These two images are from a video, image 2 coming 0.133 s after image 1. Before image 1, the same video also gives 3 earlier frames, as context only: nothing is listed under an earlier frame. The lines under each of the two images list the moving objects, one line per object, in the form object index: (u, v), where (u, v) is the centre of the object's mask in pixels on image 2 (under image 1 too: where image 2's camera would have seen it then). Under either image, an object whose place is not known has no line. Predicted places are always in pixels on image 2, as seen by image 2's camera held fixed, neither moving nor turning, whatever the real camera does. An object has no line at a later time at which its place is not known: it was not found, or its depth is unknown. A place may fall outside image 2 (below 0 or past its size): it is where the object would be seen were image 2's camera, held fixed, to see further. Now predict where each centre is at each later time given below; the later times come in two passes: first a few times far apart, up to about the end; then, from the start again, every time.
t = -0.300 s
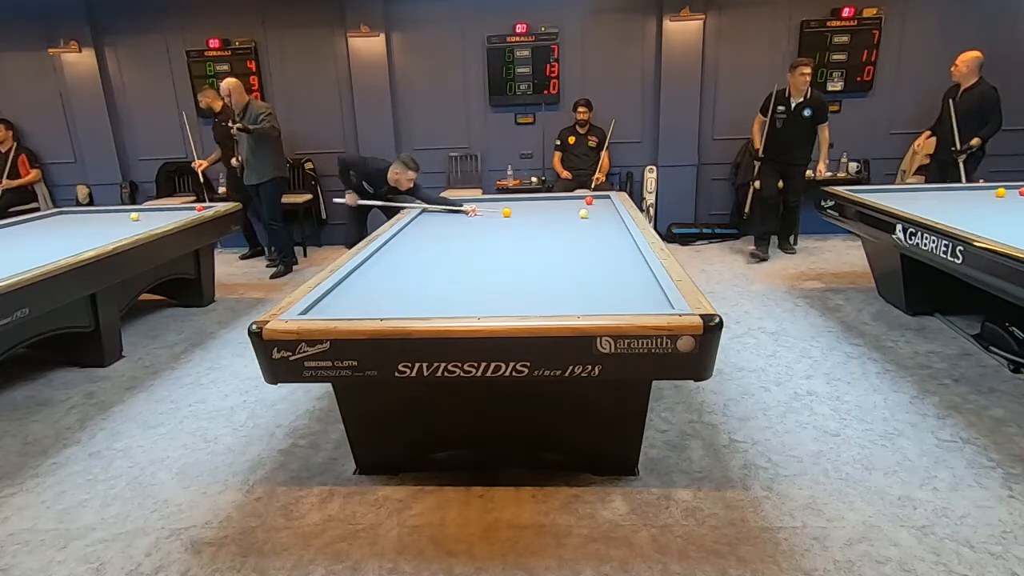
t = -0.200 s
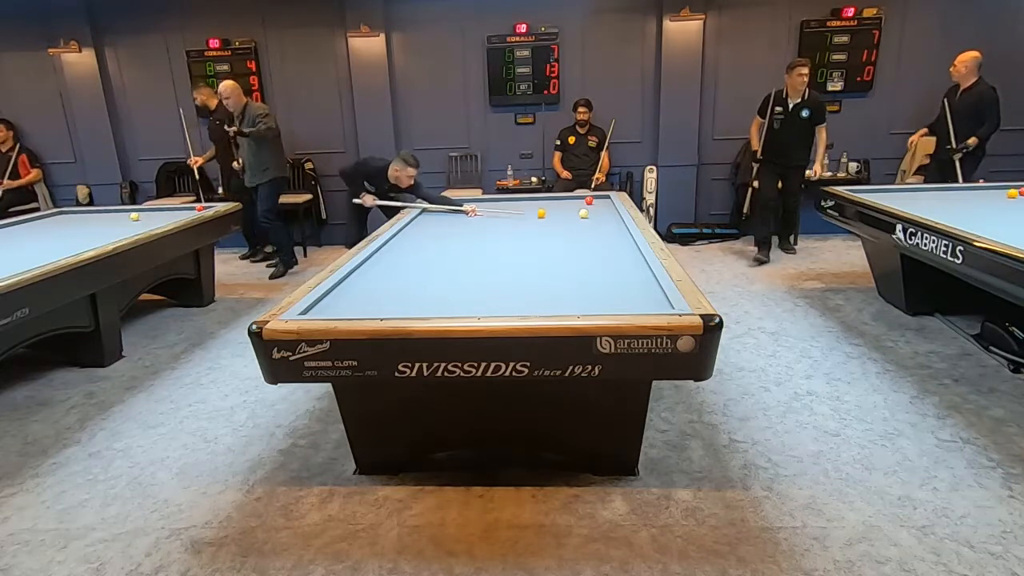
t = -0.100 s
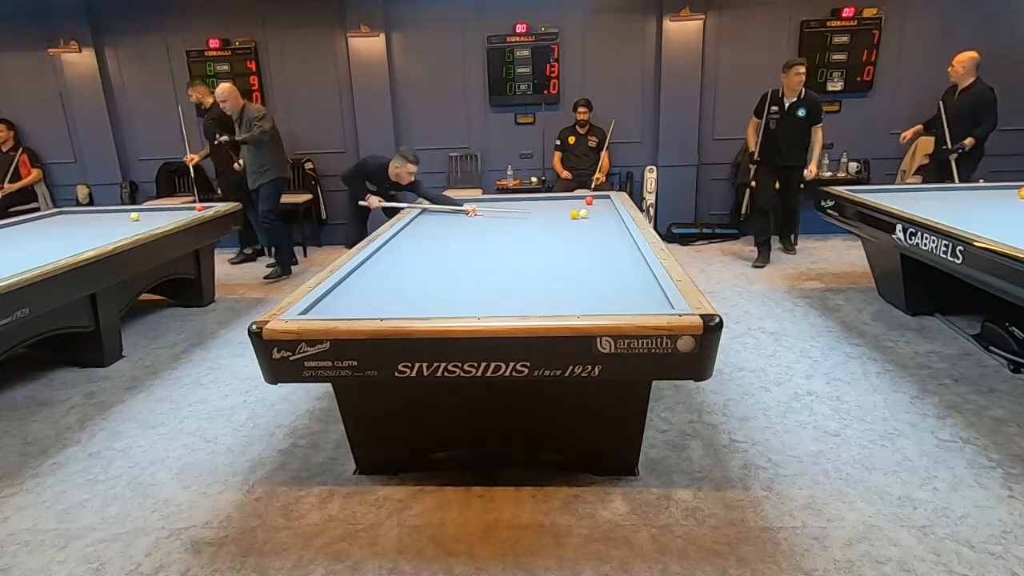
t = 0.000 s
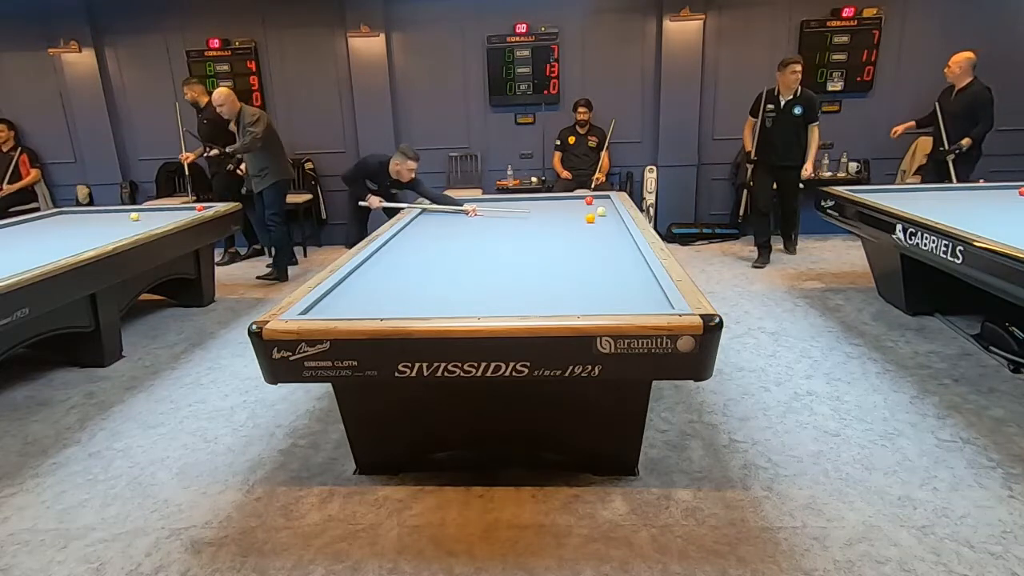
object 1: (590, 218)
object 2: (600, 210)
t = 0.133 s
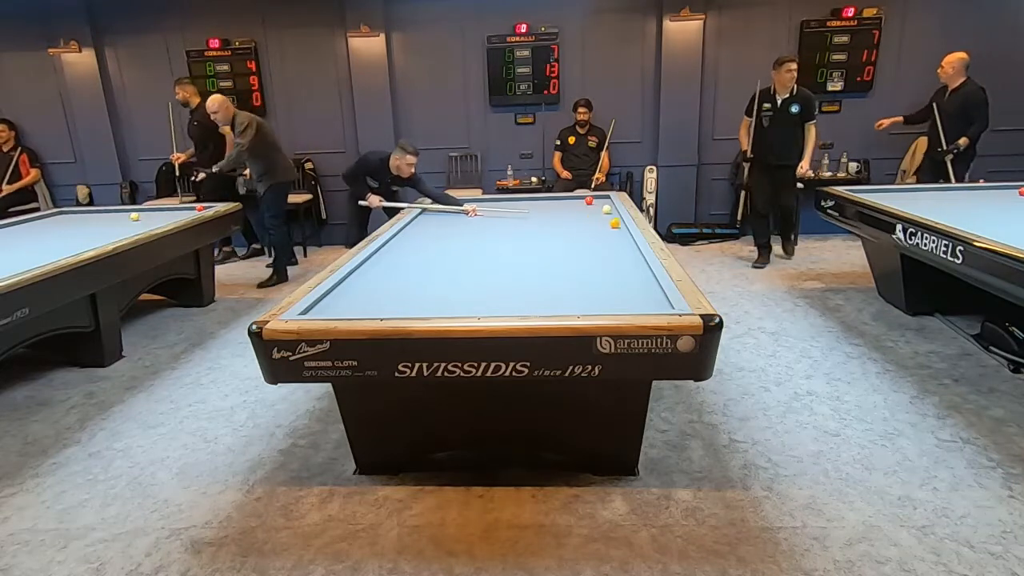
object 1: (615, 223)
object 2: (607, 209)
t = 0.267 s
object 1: (608, 229)
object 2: (593, 208)
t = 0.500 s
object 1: (583, 241)
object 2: (572, 207)
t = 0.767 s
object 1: (552, 258)
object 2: (549, 206)
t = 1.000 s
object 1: (518, 276)
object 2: (531, 205)
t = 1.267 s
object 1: (472, 300)
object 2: (511, 203)
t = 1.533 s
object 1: (424, 302)
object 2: (492, 203)
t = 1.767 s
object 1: (390, 290)
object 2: (476, 201)
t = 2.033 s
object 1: (356, 279)
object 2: (460, 201)
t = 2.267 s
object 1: (375, 270)
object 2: (445, 200)
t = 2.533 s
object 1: (406, 260)
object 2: (438, 201)
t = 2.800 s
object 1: (435, 251)
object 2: (444, 201)
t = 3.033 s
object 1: (457, 244)
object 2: (450, 202)
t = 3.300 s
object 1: (479, 238)
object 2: (456, 203)
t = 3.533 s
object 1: (498, 231)
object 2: (462, 204)
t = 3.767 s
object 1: (516, 226)
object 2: (468, 204)
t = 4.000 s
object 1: (531, 221)
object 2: (473, 205)
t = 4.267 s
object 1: (547, 216)
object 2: (478, 206)
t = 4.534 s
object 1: (562, 212)
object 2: (484, 206)
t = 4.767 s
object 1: (573, 209)
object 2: (489, 207)
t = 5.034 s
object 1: (585, 205)
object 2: (493, 208)
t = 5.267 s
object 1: (596, 201)
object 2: (498, 208)
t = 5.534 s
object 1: (605, 199)
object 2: (502, 209)
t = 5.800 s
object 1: (601, 196)
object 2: (506, 210)
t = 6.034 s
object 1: (597, 196)
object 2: (510, 210)
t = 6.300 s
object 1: (596, 197)
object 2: (513, 210)
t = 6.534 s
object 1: (594, 198)
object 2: (517, 211)
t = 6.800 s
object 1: (593, 198)
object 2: (519, 211)
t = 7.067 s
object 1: (593, 199)
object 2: (522, 211)
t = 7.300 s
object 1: (592, 199)
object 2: (525, 212)
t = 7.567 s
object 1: (592, 199)
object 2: (527, 212)
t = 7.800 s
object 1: (592, 199)
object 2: (528, 212)
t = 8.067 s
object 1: (592, 199)
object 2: (530, 212)
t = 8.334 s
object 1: (592, 199)
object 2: (531, 213)
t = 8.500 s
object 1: (592, 199)
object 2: (531, 213)
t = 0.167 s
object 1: (621, 224)
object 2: (603, 209)
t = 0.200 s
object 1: (617, 225)
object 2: (599, 209)
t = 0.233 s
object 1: (612, 227)
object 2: (595, 208)
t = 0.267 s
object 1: (608, 229)
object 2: (593, 208)
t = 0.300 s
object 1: (604, 230)
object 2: (590, 208)
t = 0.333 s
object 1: (600, 232)
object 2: (587, 208)
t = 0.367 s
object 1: (597, 235)
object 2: (584, 208)
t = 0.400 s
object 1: (593, 236)
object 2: (581, 207)
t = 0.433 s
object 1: (590, 238)
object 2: (578, 207)
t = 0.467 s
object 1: (586, 240)
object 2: (575, 207)
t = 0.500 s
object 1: (583, 241)
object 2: (572, 207)
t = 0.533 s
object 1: (579, 243)
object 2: (569, 207)
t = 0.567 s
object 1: (575, 245)
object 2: (566, 207)
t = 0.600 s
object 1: (572, 247)
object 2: (563, 207)
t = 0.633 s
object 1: (568, 249)
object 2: (560, 207)
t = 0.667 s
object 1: (564, 251)
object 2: (558, 206)
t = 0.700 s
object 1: (560, 253)
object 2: (555, 206)
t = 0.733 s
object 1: (556, 256)
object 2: (552, 206)
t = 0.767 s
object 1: (552, 258)
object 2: (549, 206)
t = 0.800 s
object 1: (547, 261)
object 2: (547, 206)
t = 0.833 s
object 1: (543, 263)
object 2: (544, 206)
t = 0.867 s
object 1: (538, 265)
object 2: (541, 205)
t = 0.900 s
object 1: (533, 268)
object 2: (539, 205)
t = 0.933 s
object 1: (528, 270)
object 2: (536, 205)
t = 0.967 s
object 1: (524, 273)
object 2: (533, 205)
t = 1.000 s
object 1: (518, 276)
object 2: (531, 205)
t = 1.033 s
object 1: (513, 278)
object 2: (528, 204)
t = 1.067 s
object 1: (508, 281)
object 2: (526, 204)
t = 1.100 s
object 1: (502, 285)
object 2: (523, 204)
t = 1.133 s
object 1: (497, 288)
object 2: (521, 204)
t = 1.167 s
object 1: (491, 290)
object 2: (518, 204)
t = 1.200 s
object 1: (485, 294)
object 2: (516, 203)
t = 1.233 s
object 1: (478, 297)
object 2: (513, 204)
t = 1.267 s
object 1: (472, 300)
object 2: (511, 203)
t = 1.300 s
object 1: (466, 304)
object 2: (508, 203)
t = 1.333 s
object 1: (459, 306)
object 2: (506, 203)
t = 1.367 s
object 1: (452, 308)
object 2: (504, 203)
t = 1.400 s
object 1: (445, 308)
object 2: (501, 203)
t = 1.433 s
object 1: (439, 307)
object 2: (499, 203)
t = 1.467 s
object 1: (434, 306)
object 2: (497, 203)
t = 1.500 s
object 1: (429, 304)
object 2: (494, 203)
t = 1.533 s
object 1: (424, 302)
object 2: (492, 203)
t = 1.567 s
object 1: (418, 300)
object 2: (490, 202)
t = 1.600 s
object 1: (413, 298)
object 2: (488, 202)
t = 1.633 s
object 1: (408, 296)
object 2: (485, 202)
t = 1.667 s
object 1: (404, 295)
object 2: (483, 202)
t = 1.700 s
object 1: (399, 293)
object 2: (481, 202)
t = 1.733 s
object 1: (394, 292)
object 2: (479, 202)
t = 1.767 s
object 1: (390, 290)
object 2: (476, 201)
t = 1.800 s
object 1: (385, 289)
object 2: (474, 201)
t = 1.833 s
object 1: (381, 287)
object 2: (472, 201)
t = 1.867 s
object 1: (376, 286)
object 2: (470, 201)
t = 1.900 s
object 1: (372, 285)
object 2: (467, 201)
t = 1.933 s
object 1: (368, 283)
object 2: (466, 201)
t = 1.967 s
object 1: (364, 282)
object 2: (464, 201)
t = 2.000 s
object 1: (360, 280)
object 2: (462, 201)
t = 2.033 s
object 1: (356, 279)
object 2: (460, 201)
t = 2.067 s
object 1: (352, 278)
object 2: (458, 200)
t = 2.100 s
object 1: (350, 277)
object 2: (456, 200)
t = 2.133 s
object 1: (356, 275)
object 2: (453, 200)
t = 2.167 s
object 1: (361, 274)
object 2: (451, 200)
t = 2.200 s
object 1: (366, 272)
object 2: (450, 200)
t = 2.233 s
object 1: (371, 271)
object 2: (448, 200)
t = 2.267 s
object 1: (375, 270)
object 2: (445, 200)
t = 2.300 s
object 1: (379, 268)
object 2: (443, 200)
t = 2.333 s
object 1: (383, 267)
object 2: (442, 200)
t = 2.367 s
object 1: (387, 266)
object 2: (440, 201)
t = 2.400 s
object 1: (391, 264)
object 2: (438, 200)
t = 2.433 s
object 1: (395, 264)
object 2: (436, 201)
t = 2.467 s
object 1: (399, 262)
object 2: (436, 201)
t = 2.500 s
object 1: (403, 261)
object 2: (437, 201)
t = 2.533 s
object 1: (406, 260)
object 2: (438, 201)
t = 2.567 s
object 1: (410, 259)
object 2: (439, 201)
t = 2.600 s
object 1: (414, 258)
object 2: (440, 201)
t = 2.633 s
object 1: (418, 256)
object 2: (441, 201)
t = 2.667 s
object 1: (421, 255)
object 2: (441, 201)
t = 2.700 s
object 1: (425, 254)
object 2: (442, 201)
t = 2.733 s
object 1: (428, 253)
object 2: (443, 201)
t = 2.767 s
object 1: (432, 252)
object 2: (444, 201)
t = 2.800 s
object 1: (435, 251)
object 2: (444, 201)
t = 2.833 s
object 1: (438, 250)
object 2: (446, 202)
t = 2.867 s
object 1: (441, 249)
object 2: (446, 202)
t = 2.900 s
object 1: (444, 248)
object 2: (447, 202)
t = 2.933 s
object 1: (448, 247)
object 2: (448, 202)
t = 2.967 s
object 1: (451, 246)
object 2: (449, 202)
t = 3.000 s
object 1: (454, 245)
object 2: (449, 202)
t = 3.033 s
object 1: (457, 244)
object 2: (450, 202)
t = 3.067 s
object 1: (460, 243)
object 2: (451, 202)
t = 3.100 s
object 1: (463, 242)
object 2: (452, 202)
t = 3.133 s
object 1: (466, 241)
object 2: (453, 203)
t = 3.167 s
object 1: (469, 240)
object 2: (454, 203)
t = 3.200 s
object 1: (470, 240)
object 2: (454, 203)
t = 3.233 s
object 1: (475, 239)
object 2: (455, 203)
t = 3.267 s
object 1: (477, 238)
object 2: (456, 203)
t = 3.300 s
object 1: (479, 238)
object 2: (456, 203)
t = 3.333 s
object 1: (483, 236)
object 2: (457, 203)
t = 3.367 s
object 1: (485, 236)
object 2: (458, 204)
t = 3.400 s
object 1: (487, 235)
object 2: (458, 204)
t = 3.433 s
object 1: (491, 234)
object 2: (460, 203)
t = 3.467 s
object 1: (493, 233)
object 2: (461, 204)
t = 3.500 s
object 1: (494, 233)
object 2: (461, 204)
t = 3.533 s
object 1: (498, 231)
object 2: (462, 204)
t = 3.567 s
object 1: (499, 231)
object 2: (463, 204)
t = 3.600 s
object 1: (502, 230)
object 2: (464, 204)
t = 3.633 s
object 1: (505, 229)
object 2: (464, 204)
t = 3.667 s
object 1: (509, 228)
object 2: (466, 204)
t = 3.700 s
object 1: (512, 227)
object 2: (467, 204)
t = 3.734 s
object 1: (514, 227)
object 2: (467, 204)
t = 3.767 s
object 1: (516, 226)
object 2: (468, 204)
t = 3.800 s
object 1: (518, 225)
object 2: (469, 204)
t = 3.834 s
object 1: (520, 225)
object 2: (469, 204)
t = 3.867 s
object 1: (522, 224)
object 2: (470, 204)
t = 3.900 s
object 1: (525, 223)
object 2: (471, 205)
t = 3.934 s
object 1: (527, 222)
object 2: (472, 204)
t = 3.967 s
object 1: (529, 222)
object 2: (472, 205)
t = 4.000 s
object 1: (531, 221)
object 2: (473, 205)
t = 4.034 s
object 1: (533, 221)
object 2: (473, 205)
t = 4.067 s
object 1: (535, 220)
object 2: (474, 205)
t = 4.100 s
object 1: (537, 219)
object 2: (475, 205)
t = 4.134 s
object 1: (539, 219)
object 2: (476, 205)
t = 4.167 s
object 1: (541, 218)
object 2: (476, 205)
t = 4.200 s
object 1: (543, 218)
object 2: (477, 205)
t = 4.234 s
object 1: (545, 217)
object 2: (477, 205)
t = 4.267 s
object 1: (547, 216)
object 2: (478, 206)
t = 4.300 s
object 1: (549, 216)
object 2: (479, 206)
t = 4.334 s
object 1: (551, 215)
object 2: (480, 206)
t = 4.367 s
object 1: (552, 215)
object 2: (480, 206)
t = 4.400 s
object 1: (555, 214)
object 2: (481, 206)
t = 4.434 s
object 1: (556, 213)
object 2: (482, 206)
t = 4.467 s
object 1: (558, 213)
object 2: (482, 206)
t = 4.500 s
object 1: (560, 212)
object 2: (483, 206)
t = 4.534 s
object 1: (562, 212)
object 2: (484, 206)
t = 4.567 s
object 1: (563, 211)
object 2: (485, 206)
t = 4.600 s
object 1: (565, 211)
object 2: (485, 207)
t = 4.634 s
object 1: (567, 210)
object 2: (486, 206)
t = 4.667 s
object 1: (568, 210)
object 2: (487, 206)
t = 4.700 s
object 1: (570, 209)
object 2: (487, 206)
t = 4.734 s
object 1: (571, 209)
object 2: (488, 207)
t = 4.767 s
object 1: (573, 209)
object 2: (489, 207)
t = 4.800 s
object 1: (575, 208)
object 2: (489, 207)
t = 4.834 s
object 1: (576, 207)
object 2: (490, 207)
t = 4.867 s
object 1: (577, 207)
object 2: (491, 207)
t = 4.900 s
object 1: (579, 206)
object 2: (491, 207)
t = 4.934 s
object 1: (581, 206)
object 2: (492, 207)
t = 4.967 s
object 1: (582, 206)
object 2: (492, 208)
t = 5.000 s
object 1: (583, 205)
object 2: (493, 208)
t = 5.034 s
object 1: (585, 205)
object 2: (493, 208)
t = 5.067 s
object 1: (586, 204)
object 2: (494, 208)
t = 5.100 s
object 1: (588, 203)
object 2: (495, 208)
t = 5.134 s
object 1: (590, 203)
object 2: (495, 208)
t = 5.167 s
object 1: (591, 203)
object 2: (496, 208)
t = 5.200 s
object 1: (593, 202)
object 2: (497, 208)
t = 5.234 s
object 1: (594, 202)
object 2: (497, 208)
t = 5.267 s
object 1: (596, 201)
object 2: (498, 208)
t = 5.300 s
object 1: (597, 201)
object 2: (499, 209)
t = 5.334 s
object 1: (598, 201)
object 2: (499, 209)
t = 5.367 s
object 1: (599, 200)
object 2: (500, 209)
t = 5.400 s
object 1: (601, 200)
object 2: (500, 209)
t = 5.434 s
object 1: (602, 199)
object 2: (501, 209)
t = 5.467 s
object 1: (603, 199)
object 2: (501, 209)
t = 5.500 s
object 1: (604, 199)
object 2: (502, 209)
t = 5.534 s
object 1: (605, 199)
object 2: (502, 209)
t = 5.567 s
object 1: (606, 198)
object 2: (503, 209)
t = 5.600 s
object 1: (606, 198)
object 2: (504, 209)
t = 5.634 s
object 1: (605, 197)
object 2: (504, 210)
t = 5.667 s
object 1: (603, 197)
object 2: (504, 210)
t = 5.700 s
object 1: (603, 197)
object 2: (505, 210)
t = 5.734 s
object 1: (602, 197)
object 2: (505, 210)
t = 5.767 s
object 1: (602, 196)
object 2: (506, 210)
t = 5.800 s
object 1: (601, 196)
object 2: (506, 210)
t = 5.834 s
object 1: (600, 196)
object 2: (507, 210)
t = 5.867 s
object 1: (599, 196)
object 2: (507, 210)
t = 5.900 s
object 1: (598, 196)
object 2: (508, 210)
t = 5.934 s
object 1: (598, 196)
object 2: (508, 210)
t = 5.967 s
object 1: (598, 196)
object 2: (509, 210)
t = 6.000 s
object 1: (597, 196)
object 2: (509, 210)
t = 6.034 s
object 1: (597, 196)
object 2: (510, 210)
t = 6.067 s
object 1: (597, 196)
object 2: (510, 210)
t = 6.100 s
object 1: (597, 196)
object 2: (511, 210)
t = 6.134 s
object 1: (596, 196)
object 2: (511, 210)
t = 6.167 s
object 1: (596, 196)
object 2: (512, 210)
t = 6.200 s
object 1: (596, 196)
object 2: (512, 210)
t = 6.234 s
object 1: (596, 197)
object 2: (513, 210)
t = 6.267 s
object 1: (596, 197)
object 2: (513, 210)
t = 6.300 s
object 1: (596, 197)
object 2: (513, 210)
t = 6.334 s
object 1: (596, 197)
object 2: (514, 210)
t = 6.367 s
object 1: (595, 197)
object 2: (514, 210)
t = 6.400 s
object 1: (595, 197)
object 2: (515, 210)
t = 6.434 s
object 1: (595, 197)
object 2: (515, 210)
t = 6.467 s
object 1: (595, 197)
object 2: (516, 210)
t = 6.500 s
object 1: (594, 198)
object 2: (516, 211)
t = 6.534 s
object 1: (594, 198)
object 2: (517, 211)
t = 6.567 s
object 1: (594, 198)
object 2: (517, 211)
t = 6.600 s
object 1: (594, 198)
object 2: (517, 211)
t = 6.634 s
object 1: (594, 198)
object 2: (518, 211)
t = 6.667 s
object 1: (594, 198)
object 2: (518, 211)
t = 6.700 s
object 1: (593, 198)
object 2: (519, 211)
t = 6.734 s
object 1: (593, 198)
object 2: (519, 211)
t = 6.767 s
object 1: (593, 198)
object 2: (519, 211)
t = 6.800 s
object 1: (593, 198)
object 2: (519, 211)
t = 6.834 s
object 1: (593, 198)
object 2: (520, 211)
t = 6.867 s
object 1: (593, 198)
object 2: (520, 211)
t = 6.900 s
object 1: (593, 198)
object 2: (521, 211)
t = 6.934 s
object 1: (593, 198)
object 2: (521, 211)
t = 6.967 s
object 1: (593, 198)
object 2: (521, 211)
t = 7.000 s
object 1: (593, 199)
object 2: (522, 211)
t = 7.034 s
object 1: (593, 199)
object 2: (522, 211)
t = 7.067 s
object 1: (593, 199)
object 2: (522, 211)
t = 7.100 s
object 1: (593, 199)
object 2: (523, 211)
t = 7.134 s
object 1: (592, 199)
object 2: (523, 211)
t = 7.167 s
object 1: (592, 199)
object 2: (523, 211)
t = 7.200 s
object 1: (592, 199)
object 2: (524, 211)
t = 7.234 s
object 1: (592, 199)
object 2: (524, 211)
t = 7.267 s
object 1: (592, 199)
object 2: (524, 212)
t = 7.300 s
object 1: (592, 199)
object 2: (525, 212)
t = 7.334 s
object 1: (592, 199)
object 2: (525, 212)
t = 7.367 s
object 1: (592, 199)
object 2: (525, 212)
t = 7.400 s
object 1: (592, 199)
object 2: (526, 212)
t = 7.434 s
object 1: (592, 199)
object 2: (526, 212)
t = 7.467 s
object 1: (592, 199)
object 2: (526, 212)
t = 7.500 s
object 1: (592, 199)
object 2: (526, 212)
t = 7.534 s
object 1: (592, 199)
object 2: (527, 212)
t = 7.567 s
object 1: (592, 199)
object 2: (527, 212)
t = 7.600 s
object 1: (592, 199)
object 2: (527, 212)
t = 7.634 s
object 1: (592, 199)
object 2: (527, 212)
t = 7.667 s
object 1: (592, 199)
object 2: (528, 212)
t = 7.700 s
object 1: (592, 199)
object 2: (528, 212)
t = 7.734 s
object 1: (592, 199)
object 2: (528, 212)
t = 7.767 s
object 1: (592, 199)
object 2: (528, 212)
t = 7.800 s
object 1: (592, 199)
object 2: (528, 212)
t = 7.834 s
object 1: (592, 199)
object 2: (529, 212)
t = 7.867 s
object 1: (592, 199)
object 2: (529, 212)
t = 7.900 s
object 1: (592, 199)
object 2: (529, 212)
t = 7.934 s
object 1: (592, 199)
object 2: (529, 212)
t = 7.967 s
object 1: (592, 199)
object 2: (529, 212)
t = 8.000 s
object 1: (592, 199)
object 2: (530, 212)
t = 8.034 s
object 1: (592, 199)
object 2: (530, 212)
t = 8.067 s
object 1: (592, 199)
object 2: (530, 212)
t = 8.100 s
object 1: (592, 199)
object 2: (530, 212)
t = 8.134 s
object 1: (591, 199)
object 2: (530, 213)
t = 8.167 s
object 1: (592, 199)
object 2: (530, 213)
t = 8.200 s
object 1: (592, 199)
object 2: (530, 213)
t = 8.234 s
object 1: (592, 199)
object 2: (530, 213)
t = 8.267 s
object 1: (591, 199)
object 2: (531, 213)
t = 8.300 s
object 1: (592, 199)
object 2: (531, 213)
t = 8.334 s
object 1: (592, 199)
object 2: (531, 213)
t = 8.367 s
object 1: (592, 199)
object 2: (531, 213)
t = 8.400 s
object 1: (592, 199)
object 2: (531, 213)
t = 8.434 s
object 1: (592, 199)
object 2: (531, 213)
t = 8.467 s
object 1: (592, 199)
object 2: (531, 213)
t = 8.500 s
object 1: (592, 199)
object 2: (531, 213)
